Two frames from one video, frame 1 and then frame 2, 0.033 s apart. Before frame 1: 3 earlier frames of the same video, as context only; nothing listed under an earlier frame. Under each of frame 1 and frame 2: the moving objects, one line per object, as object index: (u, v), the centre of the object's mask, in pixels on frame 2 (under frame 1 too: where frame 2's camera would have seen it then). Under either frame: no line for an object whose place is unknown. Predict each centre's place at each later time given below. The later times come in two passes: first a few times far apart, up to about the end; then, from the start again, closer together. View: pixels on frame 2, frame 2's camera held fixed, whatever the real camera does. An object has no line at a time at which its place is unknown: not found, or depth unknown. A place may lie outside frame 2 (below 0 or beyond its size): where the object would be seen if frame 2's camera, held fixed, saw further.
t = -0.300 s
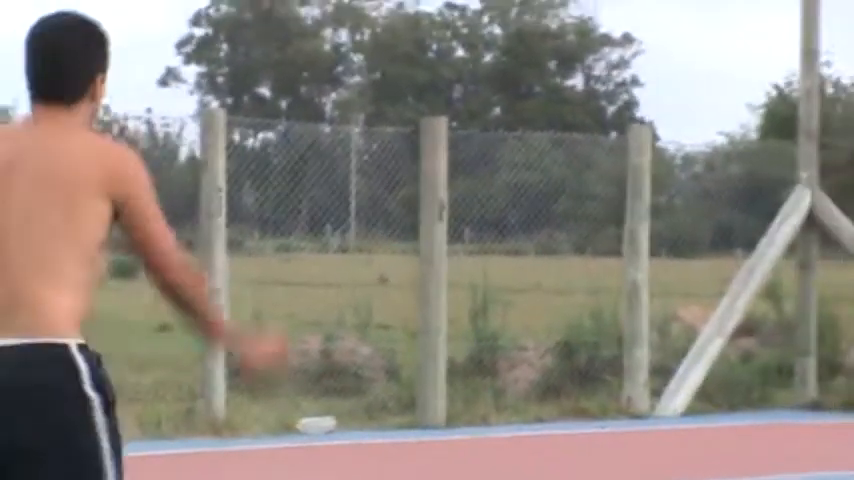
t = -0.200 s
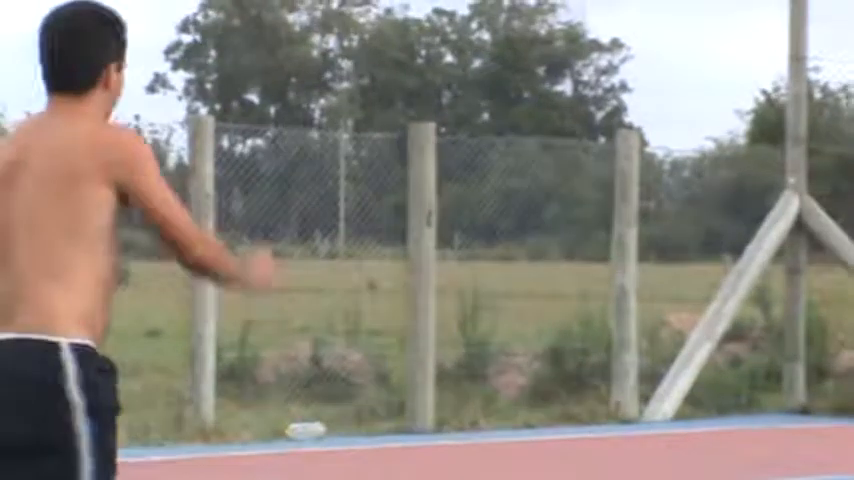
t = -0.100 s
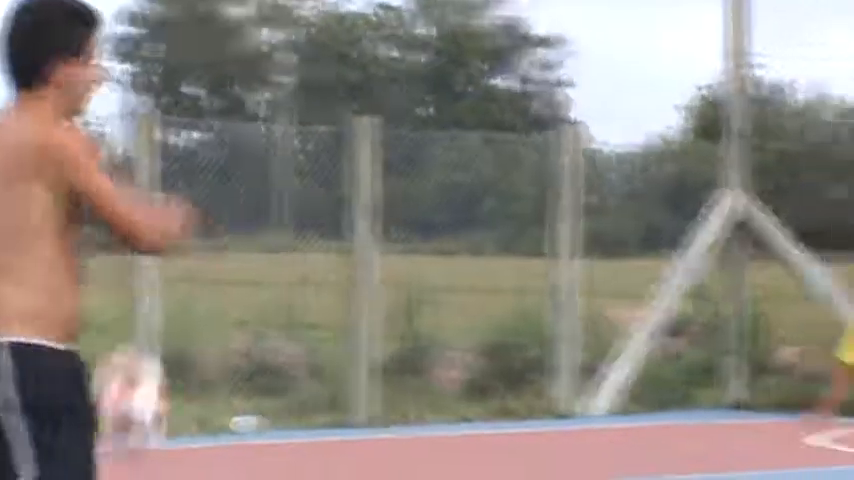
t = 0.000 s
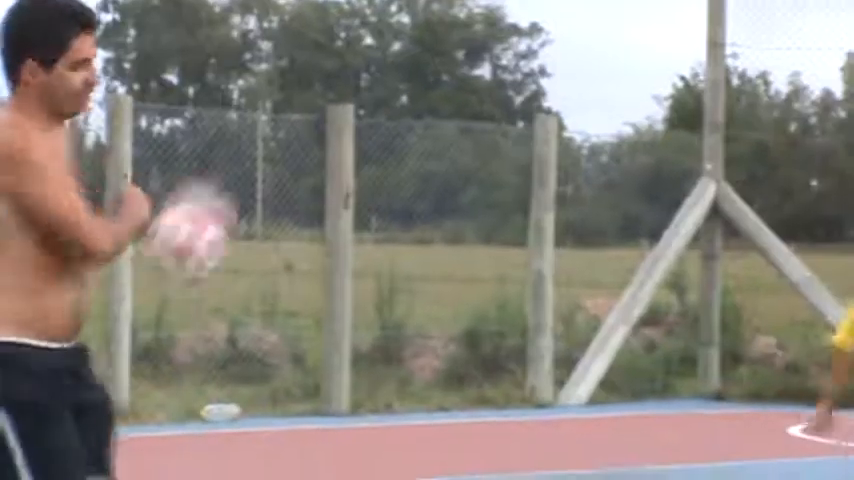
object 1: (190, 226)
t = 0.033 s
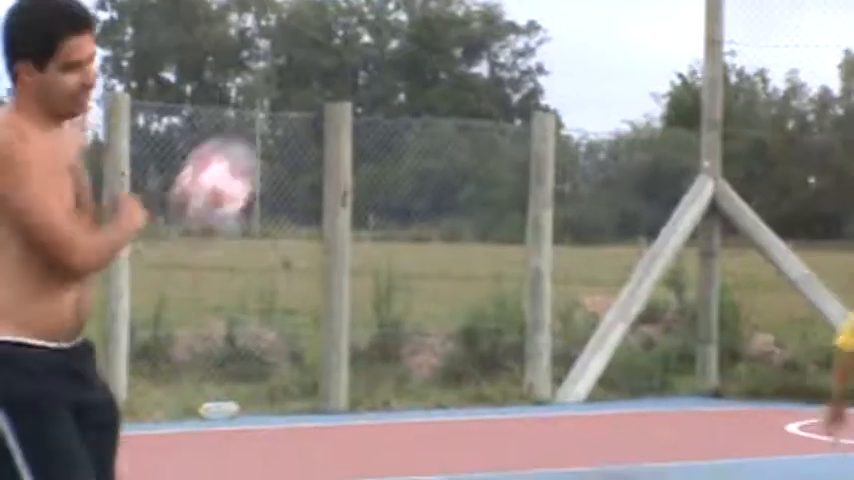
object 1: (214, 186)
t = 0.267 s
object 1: (404, 6)
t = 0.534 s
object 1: (588, 24)
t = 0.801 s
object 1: (755, 272)
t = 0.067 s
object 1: (243, 148)
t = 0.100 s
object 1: (269, 113)
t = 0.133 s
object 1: (293, 83)
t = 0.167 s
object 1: (324, 54)
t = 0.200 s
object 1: (350, 36)
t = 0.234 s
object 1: (374, 23)
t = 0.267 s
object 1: (404, 6)
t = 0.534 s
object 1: (588, 24)
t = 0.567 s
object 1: (611, 46)
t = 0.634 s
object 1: (653, 95)
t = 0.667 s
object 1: (676, 119)
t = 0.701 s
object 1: (696, 147)
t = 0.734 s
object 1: (717, 184)
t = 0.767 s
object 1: (738, 223)
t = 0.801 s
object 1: (755, 272)
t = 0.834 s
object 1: (774, 315)
